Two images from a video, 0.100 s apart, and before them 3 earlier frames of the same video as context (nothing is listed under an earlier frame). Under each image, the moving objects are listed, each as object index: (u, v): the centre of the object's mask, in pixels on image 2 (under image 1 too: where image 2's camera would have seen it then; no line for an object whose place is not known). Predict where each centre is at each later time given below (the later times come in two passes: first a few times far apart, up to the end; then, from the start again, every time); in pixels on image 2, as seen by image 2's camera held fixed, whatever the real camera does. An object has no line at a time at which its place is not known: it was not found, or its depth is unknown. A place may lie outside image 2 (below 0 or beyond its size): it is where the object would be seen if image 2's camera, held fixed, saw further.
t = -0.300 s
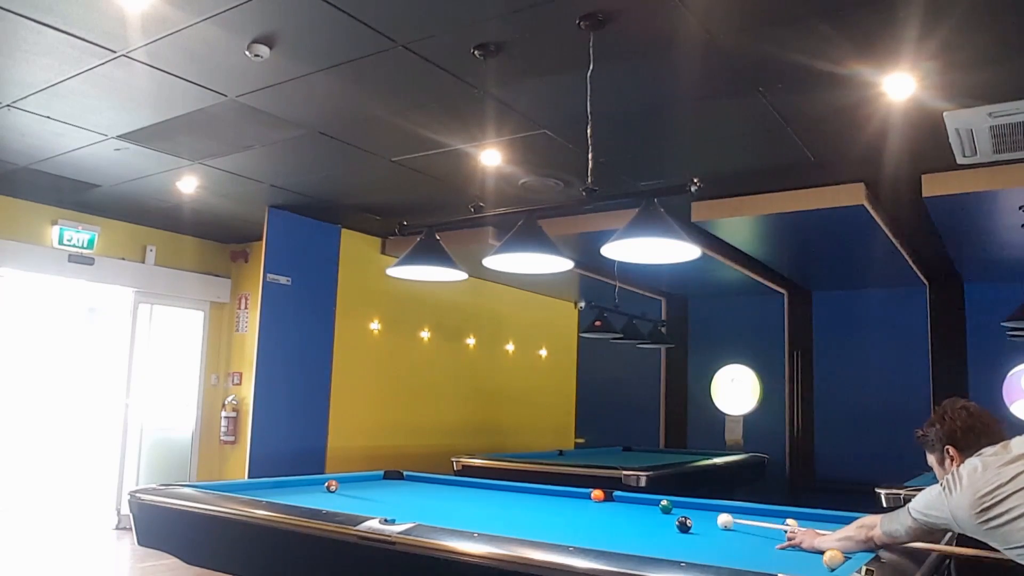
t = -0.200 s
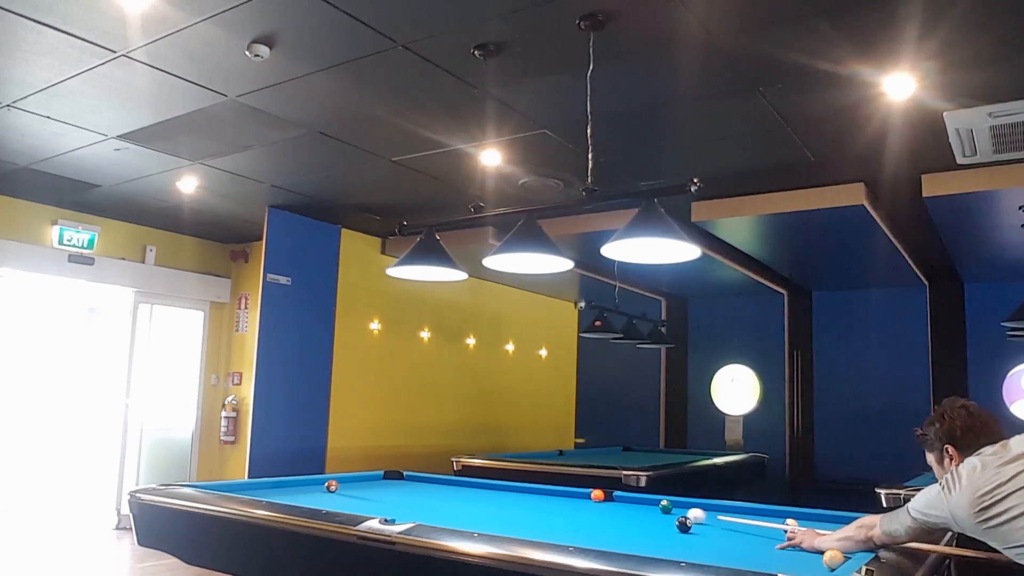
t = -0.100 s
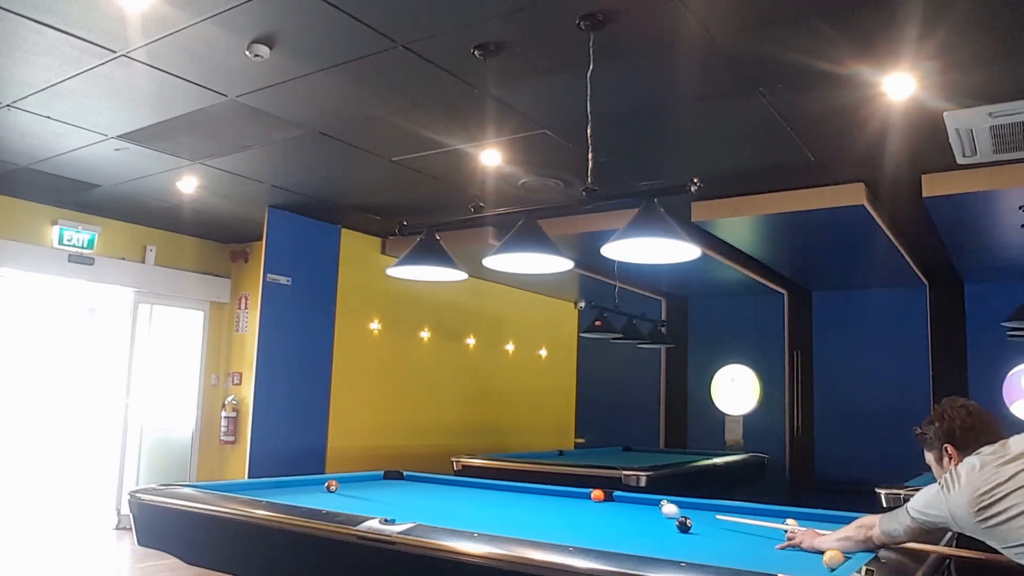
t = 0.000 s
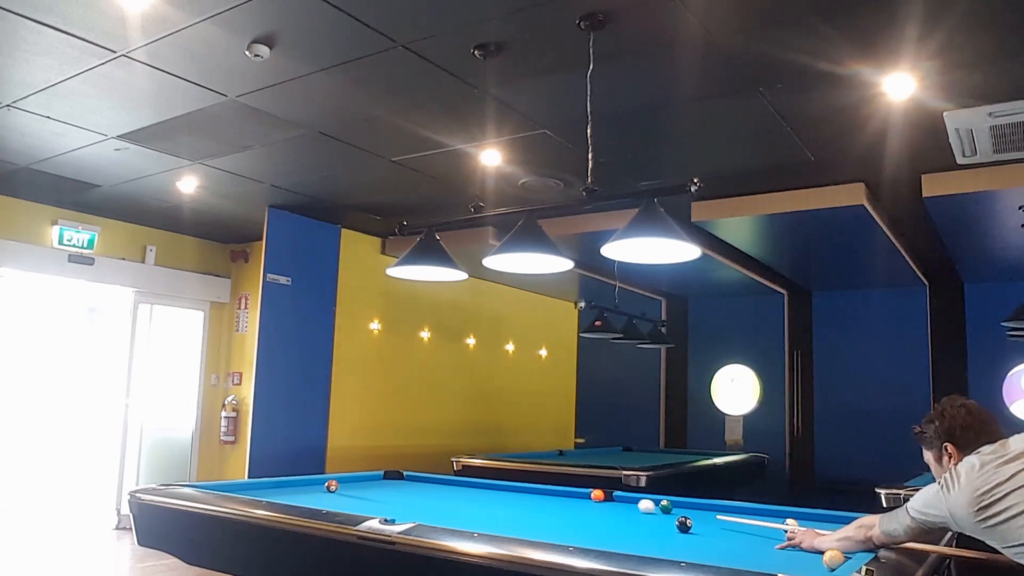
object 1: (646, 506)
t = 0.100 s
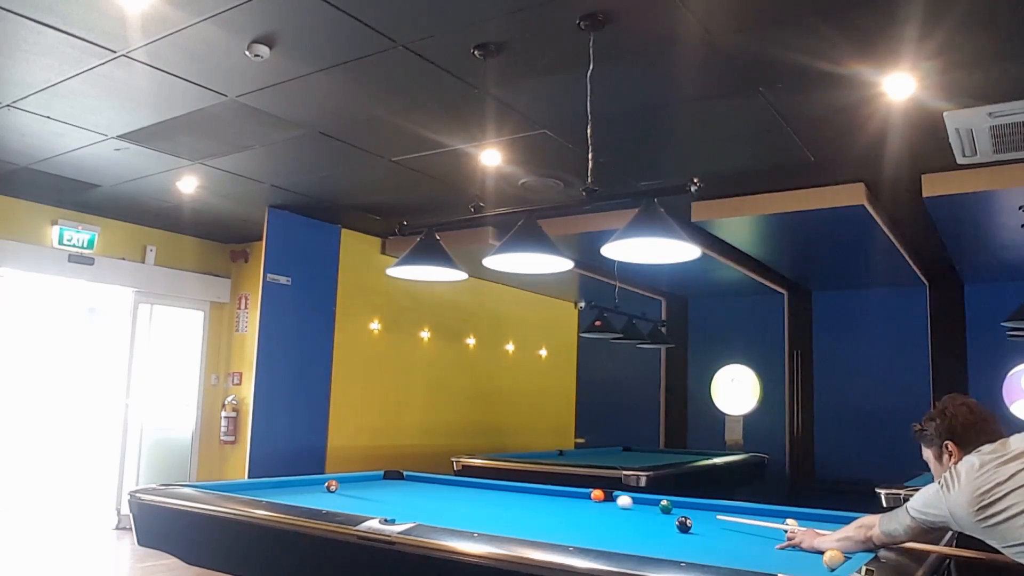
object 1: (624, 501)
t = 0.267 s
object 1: (592, 496)
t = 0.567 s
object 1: (542, 493)
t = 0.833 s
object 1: (501, 490)
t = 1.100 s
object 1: (463, 486)
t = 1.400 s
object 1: (424, 483)
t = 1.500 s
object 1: (411, 482)
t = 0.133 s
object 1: (618, 501)
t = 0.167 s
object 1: (611, 499)
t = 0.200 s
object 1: (604, 498)
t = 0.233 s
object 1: (598, 497)
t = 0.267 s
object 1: (592, 496)
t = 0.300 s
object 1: (586, 496)
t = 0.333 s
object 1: (581, 496)
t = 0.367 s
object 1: (575, 495)
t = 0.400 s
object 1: (569, 495)
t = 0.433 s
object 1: (564, 495)
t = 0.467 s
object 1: (558, 494)
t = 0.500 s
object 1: (553, 494)
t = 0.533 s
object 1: (547, 494)
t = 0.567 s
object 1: (542, 493)
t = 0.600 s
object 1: (537, 493)
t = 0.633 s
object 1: (531, 492)
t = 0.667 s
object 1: (526, 492)
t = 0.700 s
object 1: (521, 491)
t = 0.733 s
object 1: (516, 491)
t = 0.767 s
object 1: (511, 491)
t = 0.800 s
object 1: (506, 490)
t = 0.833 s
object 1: (501, 490)
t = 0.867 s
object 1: (496, 489)
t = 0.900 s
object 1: (491, 489)
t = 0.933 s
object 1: (486, 489)
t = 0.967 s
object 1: (481, 488)
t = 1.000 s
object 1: (477, 488)
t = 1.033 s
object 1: (472, 487)
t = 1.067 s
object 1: (467, 487)
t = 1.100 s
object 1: (463, 486)
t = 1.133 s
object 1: (458, 486)
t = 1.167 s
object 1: (454, 486)
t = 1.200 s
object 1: (449, 485)
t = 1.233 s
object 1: (445, 485)
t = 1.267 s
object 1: (441, 485)
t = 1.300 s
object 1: (436, 484)
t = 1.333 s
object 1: (432, 484)
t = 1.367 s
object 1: (428, 483)
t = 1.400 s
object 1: (424, 483)
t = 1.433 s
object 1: (419, 483)
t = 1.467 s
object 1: (415, 482)
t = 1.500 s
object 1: (411, 482)
